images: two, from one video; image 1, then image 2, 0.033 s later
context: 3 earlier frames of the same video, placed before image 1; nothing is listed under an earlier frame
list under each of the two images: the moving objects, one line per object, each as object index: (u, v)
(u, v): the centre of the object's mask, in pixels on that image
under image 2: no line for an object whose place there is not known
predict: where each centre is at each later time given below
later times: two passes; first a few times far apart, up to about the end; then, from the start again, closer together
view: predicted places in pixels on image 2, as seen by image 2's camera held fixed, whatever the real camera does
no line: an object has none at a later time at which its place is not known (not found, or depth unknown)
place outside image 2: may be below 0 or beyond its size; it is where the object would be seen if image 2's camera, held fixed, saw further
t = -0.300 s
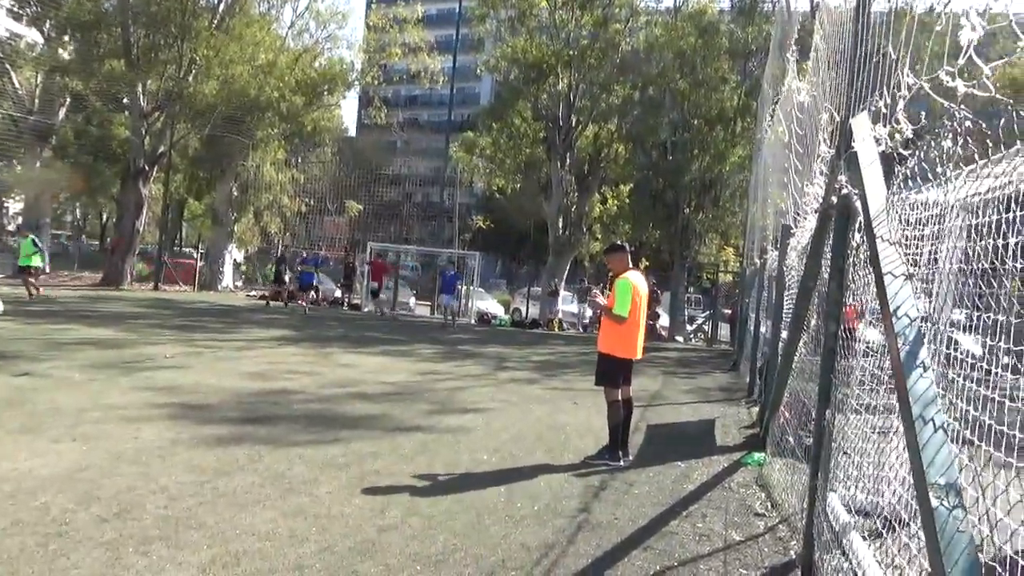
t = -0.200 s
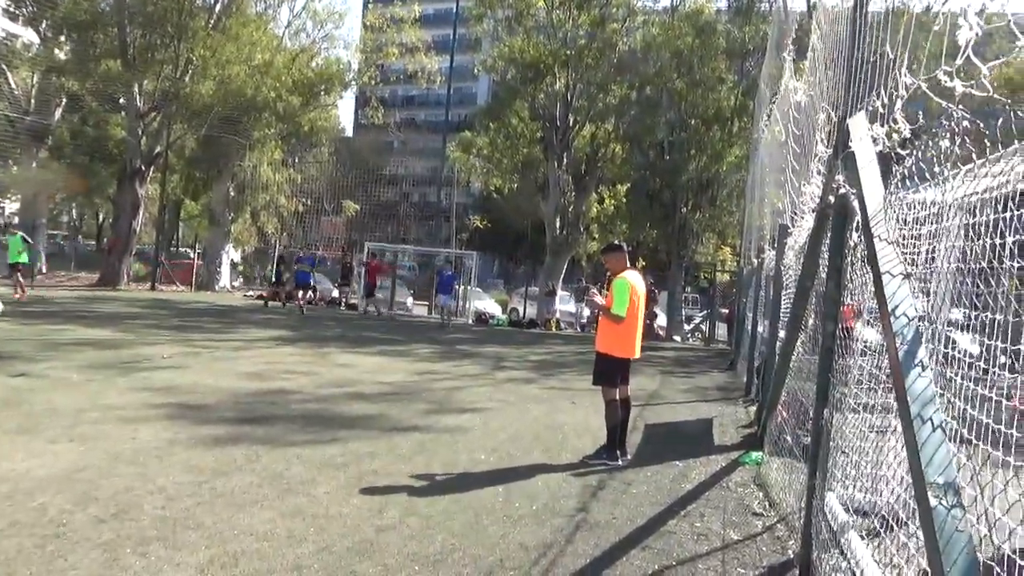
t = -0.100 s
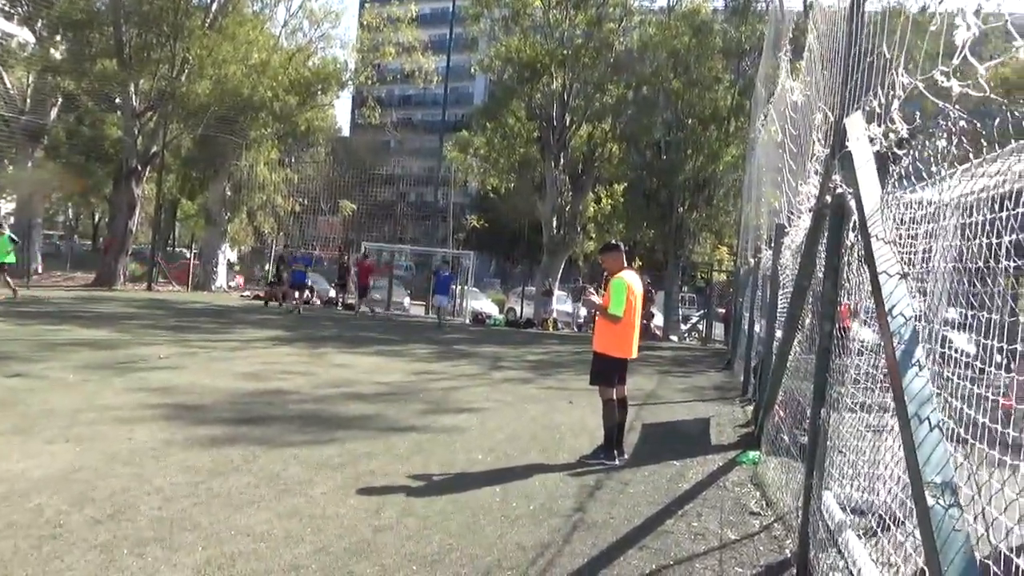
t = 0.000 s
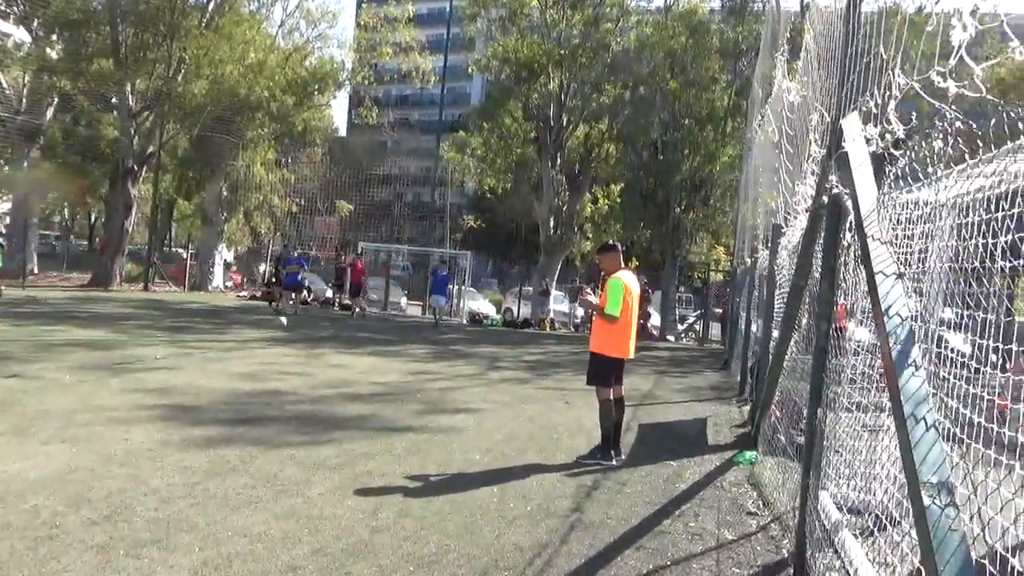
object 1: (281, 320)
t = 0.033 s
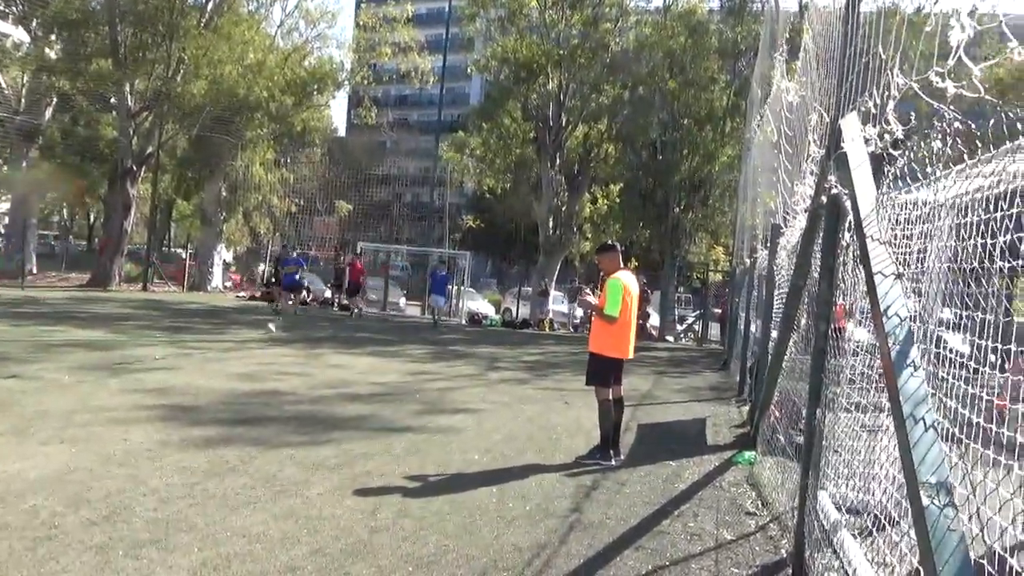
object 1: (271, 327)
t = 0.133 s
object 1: (249, 318)
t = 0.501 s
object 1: (150, 333)
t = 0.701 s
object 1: (87, 335)
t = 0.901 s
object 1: (22, 336)
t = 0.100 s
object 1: (256, 322)
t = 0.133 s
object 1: (249, 318)
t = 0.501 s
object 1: (150, 333)
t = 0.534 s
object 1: (141, 331)
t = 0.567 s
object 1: (132, 330)
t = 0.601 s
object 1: (121, 330)
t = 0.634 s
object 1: (109, 331)
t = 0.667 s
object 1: (100, 333)
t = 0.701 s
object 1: (87, 335)
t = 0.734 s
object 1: (77, 336)
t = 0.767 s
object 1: (63, 336)
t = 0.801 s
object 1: (53, 335)
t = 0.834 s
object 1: (40, 334)
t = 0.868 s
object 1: (29, 334)
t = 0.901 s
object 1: (22, 336)
